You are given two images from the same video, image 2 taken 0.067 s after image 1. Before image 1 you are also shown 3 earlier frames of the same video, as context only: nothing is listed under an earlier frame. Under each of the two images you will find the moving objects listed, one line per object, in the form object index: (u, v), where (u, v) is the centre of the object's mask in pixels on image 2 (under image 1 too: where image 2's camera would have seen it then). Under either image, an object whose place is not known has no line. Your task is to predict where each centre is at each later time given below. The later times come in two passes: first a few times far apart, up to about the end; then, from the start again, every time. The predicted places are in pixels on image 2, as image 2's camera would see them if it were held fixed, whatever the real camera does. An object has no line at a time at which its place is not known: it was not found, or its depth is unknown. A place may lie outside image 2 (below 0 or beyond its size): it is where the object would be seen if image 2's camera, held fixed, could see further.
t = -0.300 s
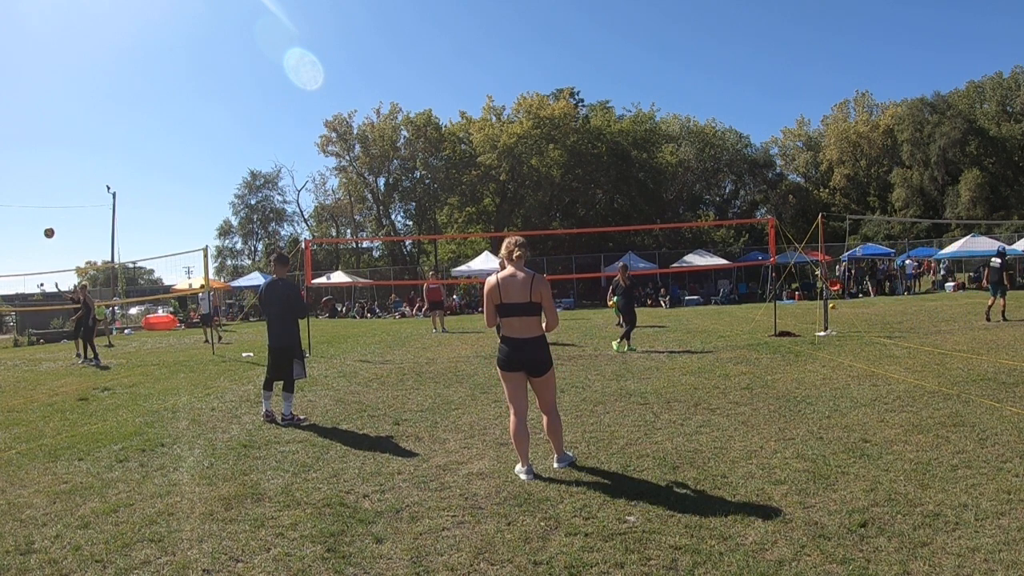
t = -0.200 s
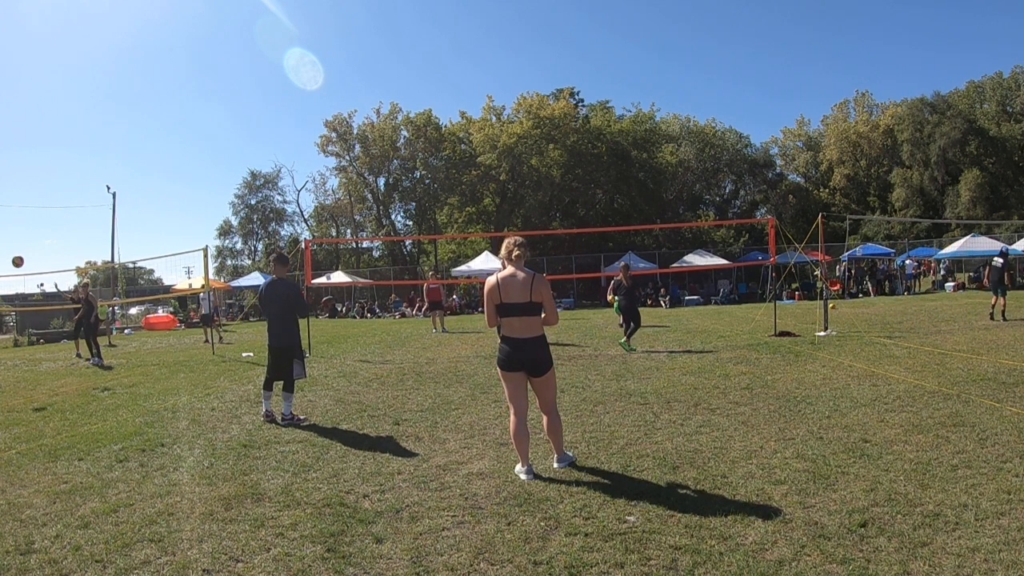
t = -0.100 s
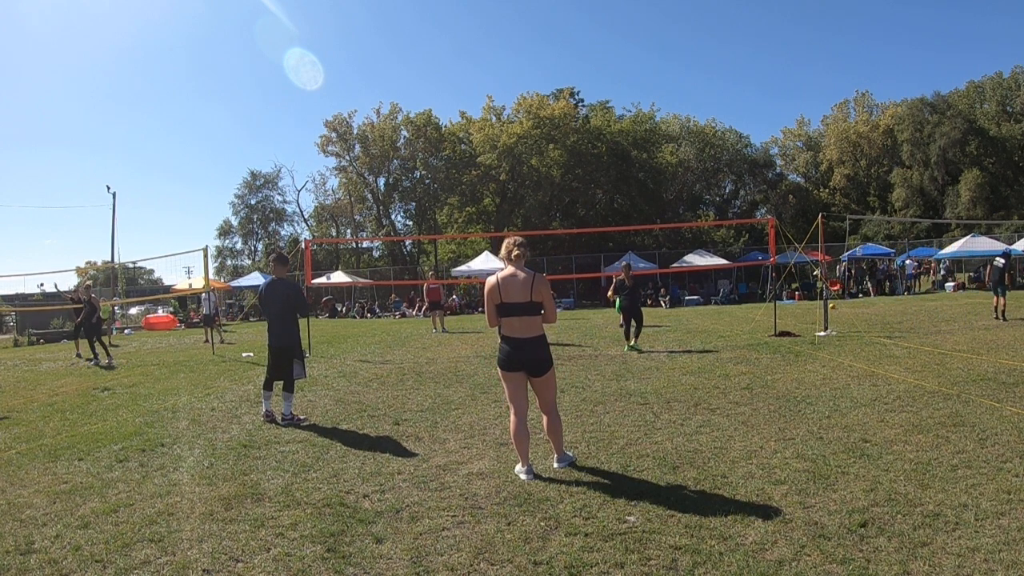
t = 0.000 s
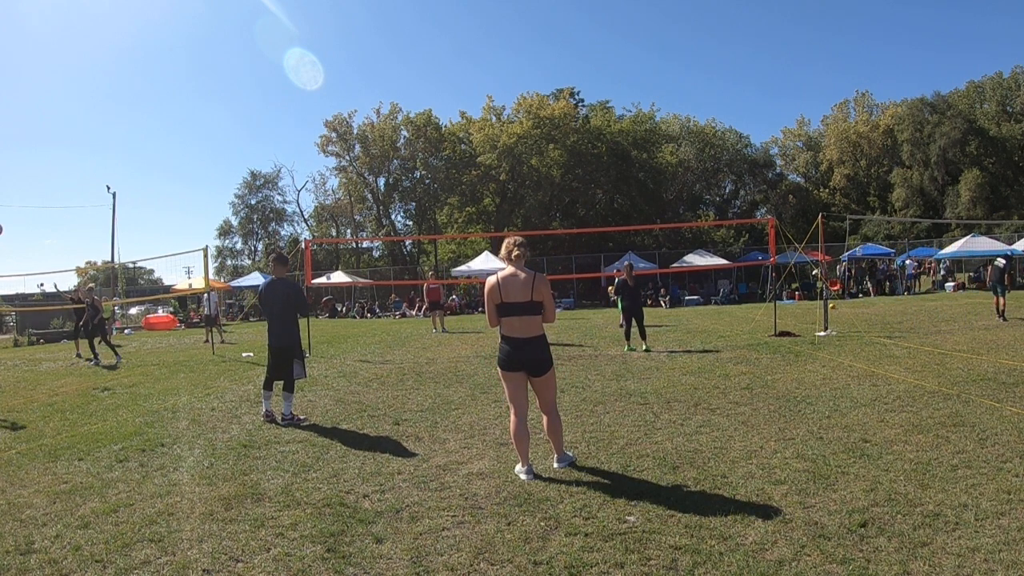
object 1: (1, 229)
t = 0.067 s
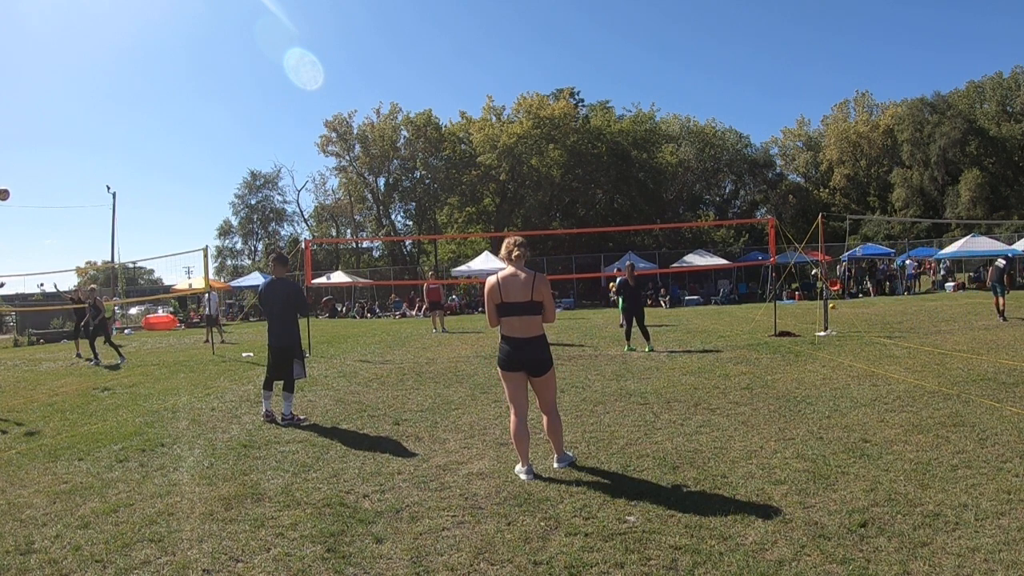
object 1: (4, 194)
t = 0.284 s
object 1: (26, 111)
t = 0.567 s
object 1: (52, 59)
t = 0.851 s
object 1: (70, 51)
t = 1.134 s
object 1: (83, 79)
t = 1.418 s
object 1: (94, 141)
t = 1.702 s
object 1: (106, 234)
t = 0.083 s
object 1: (5, 186)
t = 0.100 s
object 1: (7, 178)
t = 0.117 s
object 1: (9, 171)
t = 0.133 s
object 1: (10, 164)
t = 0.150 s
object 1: (12, 157)
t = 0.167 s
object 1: (14, 150)
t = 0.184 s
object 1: (16, 144)
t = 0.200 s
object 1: (18, 137)
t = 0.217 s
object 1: (19, 132)
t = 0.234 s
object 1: (21, 126)
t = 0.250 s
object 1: (23, 121)
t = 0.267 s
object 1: (25, 116)
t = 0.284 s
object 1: (26, 111)
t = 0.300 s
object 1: (28, 106)
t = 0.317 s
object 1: (30, 102)
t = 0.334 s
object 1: (32, 98)
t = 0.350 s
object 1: (33, 94)
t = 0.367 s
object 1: (35, 90)
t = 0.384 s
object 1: (37, 86)
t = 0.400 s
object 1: (38, 83)
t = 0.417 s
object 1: (40, 80)
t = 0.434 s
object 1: (41, 77)
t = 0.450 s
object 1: (43, 74)
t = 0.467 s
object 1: (44, 71)
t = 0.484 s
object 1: (46, 69)
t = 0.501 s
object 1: (47, 67)
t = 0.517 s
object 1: (48, 64)
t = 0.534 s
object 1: (49, 62)
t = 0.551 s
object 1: (51, 61)
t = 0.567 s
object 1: (52, 59)
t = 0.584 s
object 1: (53, 57)
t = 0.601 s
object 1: (54, 56)
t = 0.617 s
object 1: (56, 55)
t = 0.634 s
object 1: (57, 53)
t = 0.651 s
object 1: (58, 52)
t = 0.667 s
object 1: (59, 52)
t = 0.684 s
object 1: (60, 51)
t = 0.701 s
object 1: (62, 51)
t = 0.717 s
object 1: (63, 50)
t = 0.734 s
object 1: (64, 50)
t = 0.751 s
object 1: (65, 50)
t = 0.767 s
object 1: (66, 49)
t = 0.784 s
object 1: (67, 50)
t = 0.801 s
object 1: (68, 50)
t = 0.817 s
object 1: (69, 50)
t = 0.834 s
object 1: (70, 50)
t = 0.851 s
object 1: (70, 51)
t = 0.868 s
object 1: (71, 52)
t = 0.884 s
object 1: (72, 53)
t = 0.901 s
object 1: (73, 54)
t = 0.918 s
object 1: (74, 55)
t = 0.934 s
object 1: (74, 56)
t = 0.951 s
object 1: (75, 57)
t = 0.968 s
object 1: (76, 58)
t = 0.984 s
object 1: (77, 60)
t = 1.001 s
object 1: (78, 62)
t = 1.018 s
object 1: (78, 63)
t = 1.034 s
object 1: (79, 66)
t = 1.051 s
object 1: (80, 68)
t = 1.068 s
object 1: (80, 70)
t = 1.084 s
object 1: (81, 72)
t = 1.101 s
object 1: (82, 74)
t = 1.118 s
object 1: (82, 77)
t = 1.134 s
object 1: (83, 79)
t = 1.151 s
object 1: (84, 82)
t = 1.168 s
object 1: (84, 85)
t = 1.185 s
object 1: (85, 88)
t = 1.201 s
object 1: (85, 91)
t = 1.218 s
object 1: (86, 94)
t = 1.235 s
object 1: (87, 97)
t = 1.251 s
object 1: (87, 101)
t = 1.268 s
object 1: (88, 104)
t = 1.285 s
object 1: (88, 108)
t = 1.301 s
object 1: (89, 112)
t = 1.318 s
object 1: (90, 115)
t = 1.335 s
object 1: (90, 120)
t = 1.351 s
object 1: (91, 124)
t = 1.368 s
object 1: (92, 128)
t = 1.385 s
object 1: (92, 132)
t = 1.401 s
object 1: (93, 137)
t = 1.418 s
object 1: (94, 141)
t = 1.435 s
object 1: (94, 146)
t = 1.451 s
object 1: (95, 151)
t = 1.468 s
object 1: (96, 155)
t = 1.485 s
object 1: (96, 160)
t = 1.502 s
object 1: (97, 166)
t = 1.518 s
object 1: (98, 171)
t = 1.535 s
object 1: (99, 176)
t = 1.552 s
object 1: (99, 181)
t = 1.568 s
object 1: (100, 187)
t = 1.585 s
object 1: (101, 192)
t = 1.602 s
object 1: (101, 198)
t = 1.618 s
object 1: (102, 204)
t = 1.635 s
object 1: (103, 210)
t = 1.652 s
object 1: (103, 216)
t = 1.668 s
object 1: (104, 222)
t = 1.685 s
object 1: (105, 228)
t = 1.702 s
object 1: (106, 234)
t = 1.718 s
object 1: (107, 241)
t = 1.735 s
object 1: (107, 248)
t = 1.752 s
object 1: (109, 254)
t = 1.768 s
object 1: (110, 261)
